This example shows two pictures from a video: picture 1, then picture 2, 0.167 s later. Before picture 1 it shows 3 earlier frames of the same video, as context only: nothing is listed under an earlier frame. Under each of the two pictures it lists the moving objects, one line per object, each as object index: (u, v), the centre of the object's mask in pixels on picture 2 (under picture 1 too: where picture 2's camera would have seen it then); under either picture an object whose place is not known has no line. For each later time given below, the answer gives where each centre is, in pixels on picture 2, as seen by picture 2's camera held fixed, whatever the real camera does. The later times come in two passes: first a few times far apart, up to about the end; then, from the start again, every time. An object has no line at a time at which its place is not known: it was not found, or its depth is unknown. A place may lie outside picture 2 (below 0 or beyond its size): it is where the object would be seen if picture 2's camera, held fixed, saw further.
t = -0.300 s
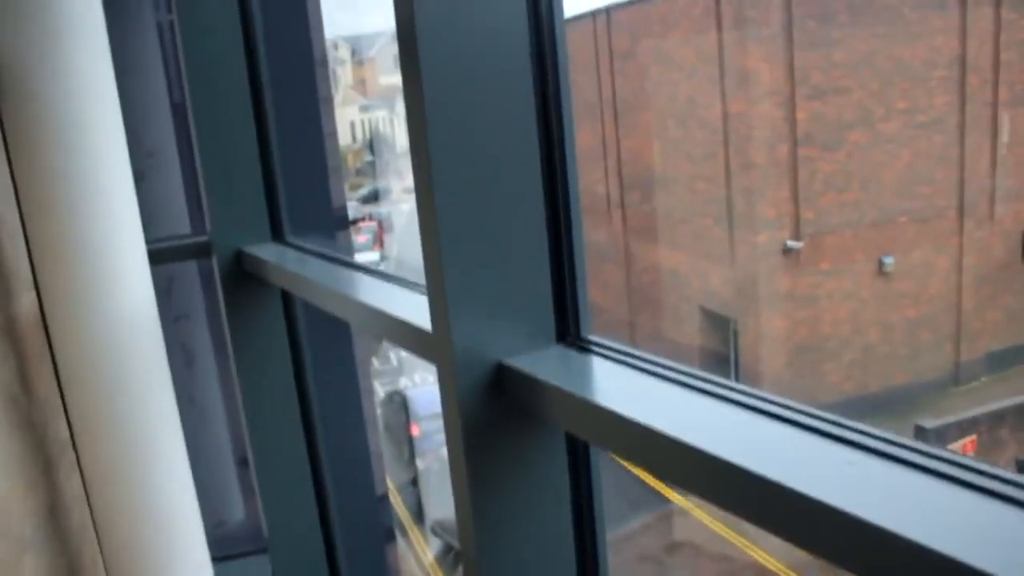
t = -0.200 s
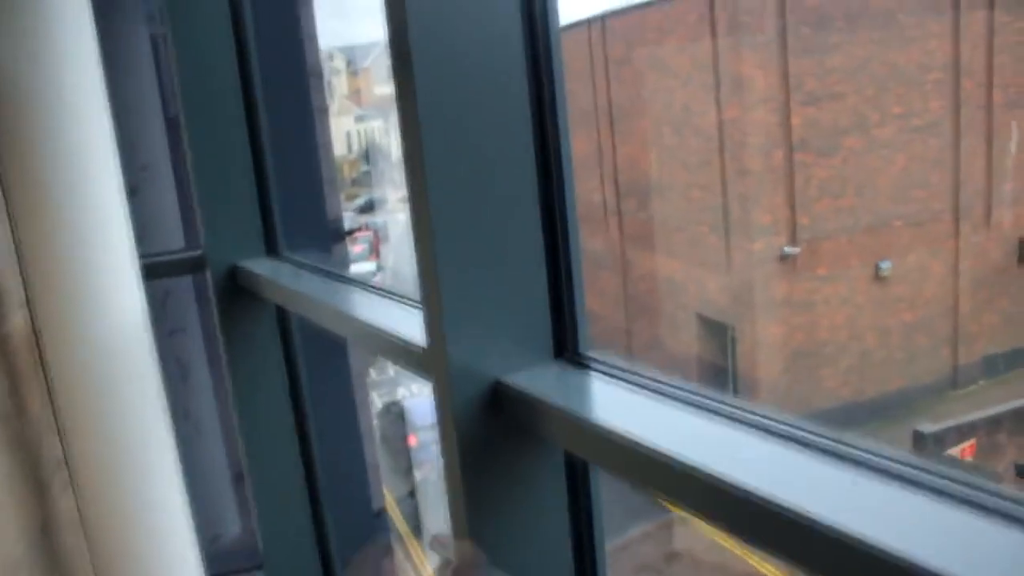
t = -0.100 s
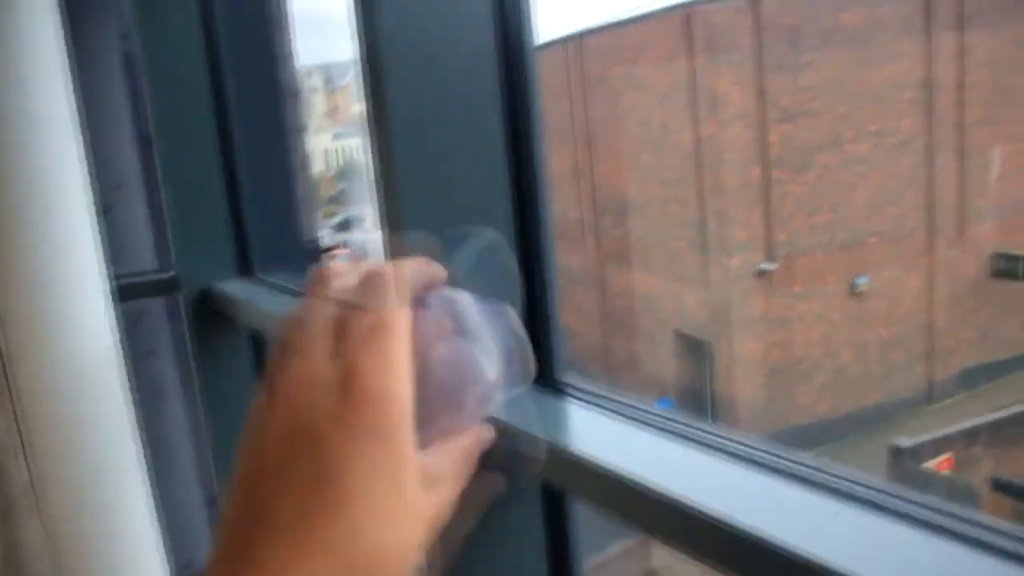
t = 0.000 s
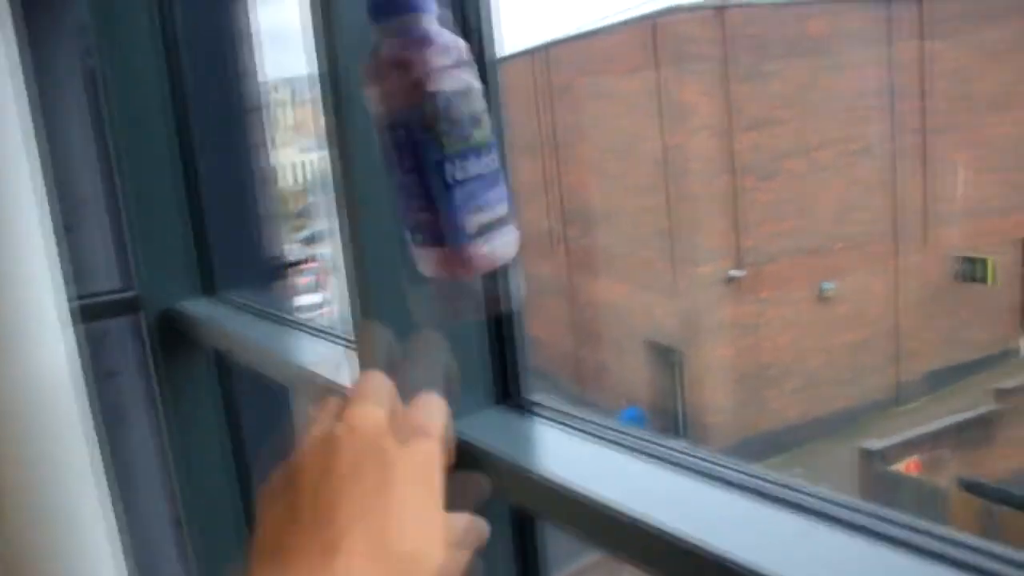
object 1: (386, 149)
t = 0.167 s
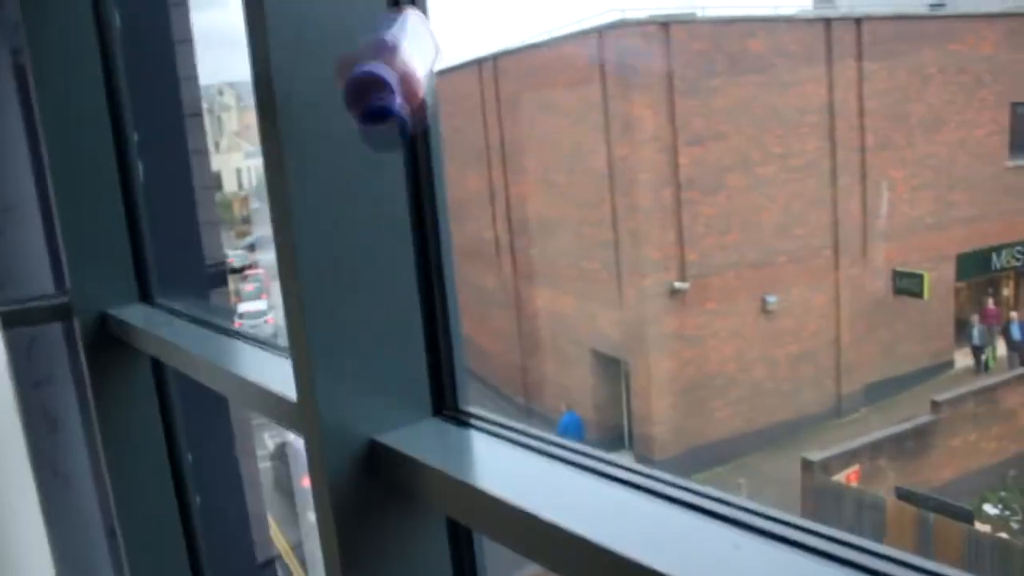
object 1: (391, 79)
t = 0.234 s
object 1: (410, 140)
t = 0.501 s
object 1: (430, 345)
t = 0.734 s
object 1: (434, 336)
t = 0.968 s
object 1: (434, 331)
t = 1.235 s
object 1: (441, 323)
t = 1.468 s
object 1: (426, 340)
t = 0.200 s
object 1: (401, 104)
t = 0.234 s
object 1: (410, 140)
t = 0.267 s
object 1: (420, 187)
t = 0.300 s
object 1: (428, 240)
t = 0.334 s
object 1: (424, 312)
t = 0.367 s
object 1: (428, 343)
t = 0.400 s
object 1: (429, 343)
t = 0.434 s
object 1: (427, 345)
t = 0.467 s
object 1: (427, 345)
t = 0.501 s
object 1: (430, 345)
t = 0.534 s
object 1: (429, 344)
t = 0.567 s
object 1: (429, 344)
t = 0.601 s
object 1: (429, 342)
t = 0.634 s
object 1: (430, 341)
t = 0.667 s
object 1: (432, 339)
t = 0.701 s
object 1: (434, 337)
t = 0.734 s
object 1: (434, 336)
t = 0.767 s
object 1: (433, 335)
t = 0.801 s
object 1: (433, 334)
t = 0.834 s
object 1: (433, 334)
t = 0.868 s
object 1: (433, 334)
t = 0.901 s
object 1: (433, 333)
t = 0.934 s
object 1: (433, 332)
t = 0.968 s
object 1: (434, 331)
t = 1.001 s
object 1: (434, 331)
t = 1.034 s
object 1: (435, 329)
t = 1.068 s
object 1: (435, 328)
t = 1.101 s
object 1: (436, 326)
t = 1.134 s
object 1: (436, 325)
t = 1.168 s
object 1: (438, 324)
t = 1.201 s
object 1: (439, 323)
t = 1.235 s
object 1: (441, 323)
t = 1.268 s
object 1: (442, 325)
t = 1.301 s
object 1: (442, 325)
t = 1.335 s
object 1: (442, 326)
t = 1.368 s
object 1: (438, 336)
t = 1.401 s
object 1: (434, 337)
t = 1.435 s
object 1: (431, 338)
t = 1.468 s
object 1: (426, 340)
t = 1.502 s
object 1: (425, 343)
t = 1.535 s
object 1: (423, 347)
